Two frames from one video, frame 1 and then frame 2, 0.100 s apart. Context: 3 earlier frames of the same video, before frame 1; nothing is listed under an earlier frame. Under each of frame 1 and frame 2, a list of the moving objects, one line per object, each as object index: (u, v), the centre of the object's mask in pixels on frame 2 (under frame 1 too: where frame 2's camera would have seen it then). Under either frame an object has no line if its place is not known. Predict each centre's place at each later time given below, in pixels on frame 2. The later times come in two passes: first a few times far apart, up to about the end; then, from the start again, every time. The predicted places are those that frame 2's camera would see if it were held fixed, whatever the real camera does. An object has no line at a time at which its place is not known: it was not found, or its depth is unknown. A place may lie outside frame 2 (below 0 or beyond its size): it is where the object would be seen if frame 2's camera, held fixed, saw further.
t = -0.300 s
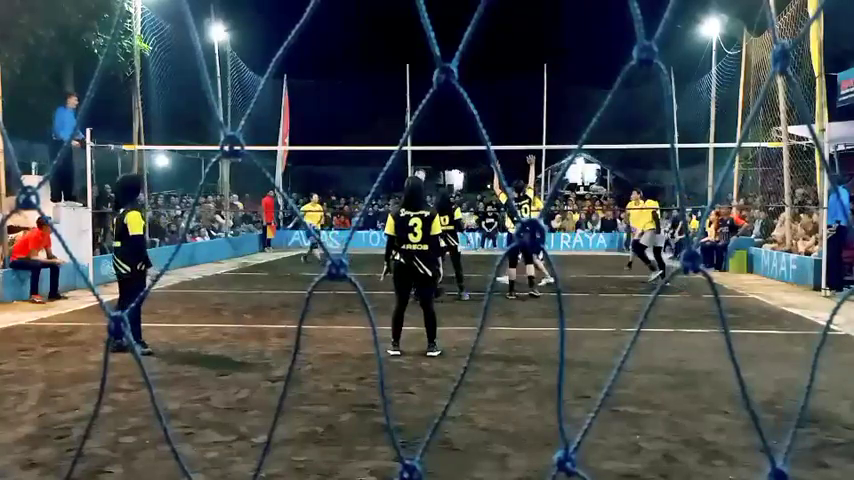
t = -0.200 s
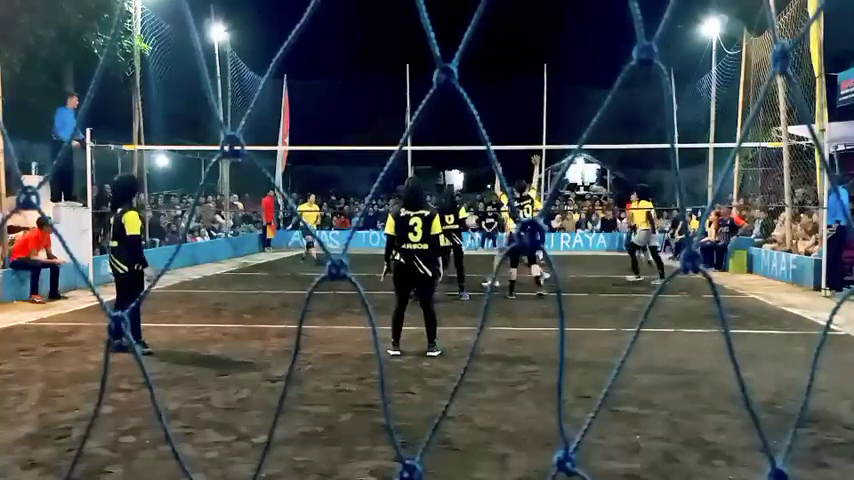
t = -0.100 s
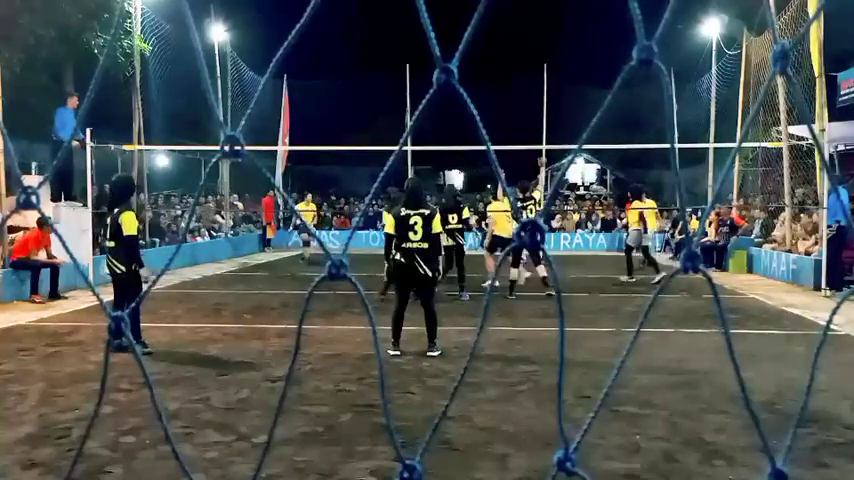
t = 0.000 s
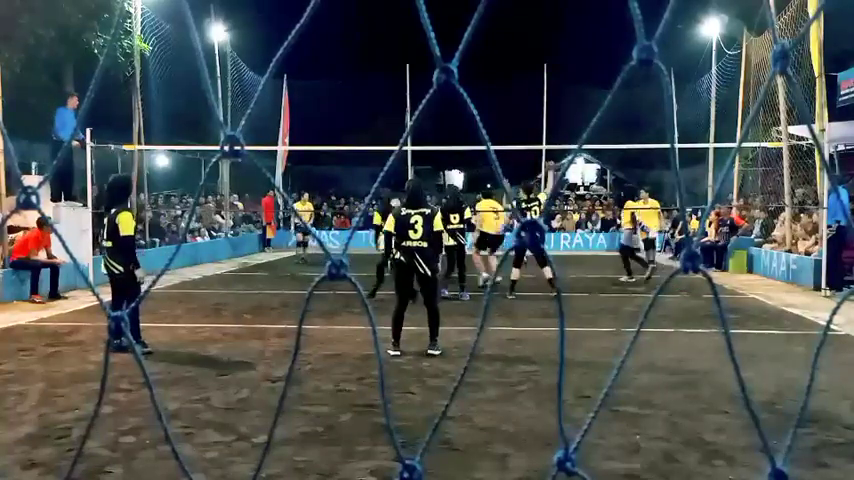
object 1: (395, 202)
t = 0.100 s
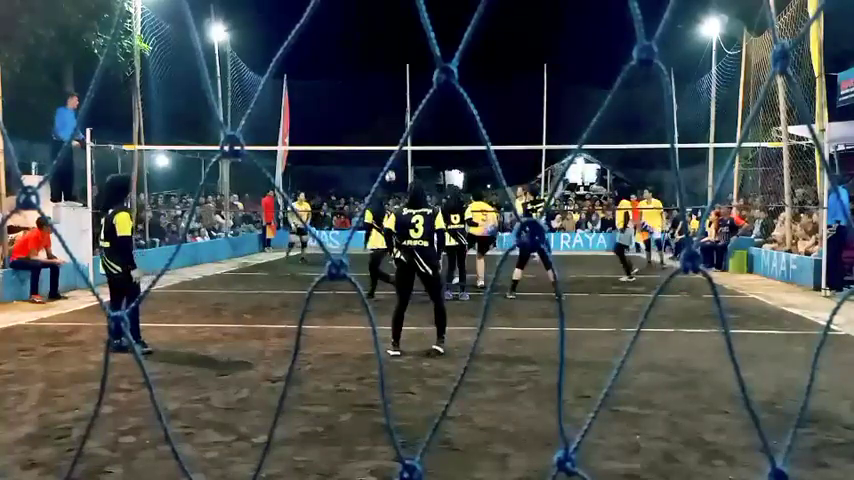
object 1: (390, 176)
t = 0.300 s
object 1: (378, 129)
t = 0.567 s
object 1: (362, 95)
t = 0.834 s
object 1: (346, 96)
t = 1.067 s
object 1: (330, 129)
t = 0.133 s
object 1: (387, 165)
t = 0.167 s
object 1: (385, 157)
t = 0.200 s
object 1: (384, 150)
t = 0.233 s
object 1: (382, 141)
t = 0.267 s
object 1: (380, 135)
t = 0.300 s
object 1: (378, 129)
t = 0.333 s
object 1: (376, 122)
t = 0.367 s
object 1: (374, 117)
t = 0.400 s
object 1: (373, 112)
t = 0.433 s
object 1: (370, 107)
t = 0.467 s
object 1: (369, 103)
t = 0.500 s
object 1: (367, 100)
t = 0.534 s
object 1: (364, 97)
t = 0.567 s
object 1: (362, 95)
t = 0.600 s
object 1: (360, 92)
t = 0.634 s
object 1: (358, 91)
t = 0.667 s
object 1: (357, 90)
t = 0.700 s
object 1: (354, 90)
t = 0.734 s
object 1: (352, 91)
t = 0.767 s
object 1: (350, 92)
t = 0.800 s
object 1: (347, 94)
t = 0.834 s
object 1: (346, 96)
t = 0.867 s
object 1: (343, 98)
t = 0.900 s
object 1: (341, 102)
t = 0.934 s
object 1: (339, 106)
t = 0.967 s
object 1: (336, 111)
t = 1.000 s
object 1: (334, 116)
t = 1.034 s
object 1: (332, 122)
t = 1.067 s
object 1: (330, 129)
